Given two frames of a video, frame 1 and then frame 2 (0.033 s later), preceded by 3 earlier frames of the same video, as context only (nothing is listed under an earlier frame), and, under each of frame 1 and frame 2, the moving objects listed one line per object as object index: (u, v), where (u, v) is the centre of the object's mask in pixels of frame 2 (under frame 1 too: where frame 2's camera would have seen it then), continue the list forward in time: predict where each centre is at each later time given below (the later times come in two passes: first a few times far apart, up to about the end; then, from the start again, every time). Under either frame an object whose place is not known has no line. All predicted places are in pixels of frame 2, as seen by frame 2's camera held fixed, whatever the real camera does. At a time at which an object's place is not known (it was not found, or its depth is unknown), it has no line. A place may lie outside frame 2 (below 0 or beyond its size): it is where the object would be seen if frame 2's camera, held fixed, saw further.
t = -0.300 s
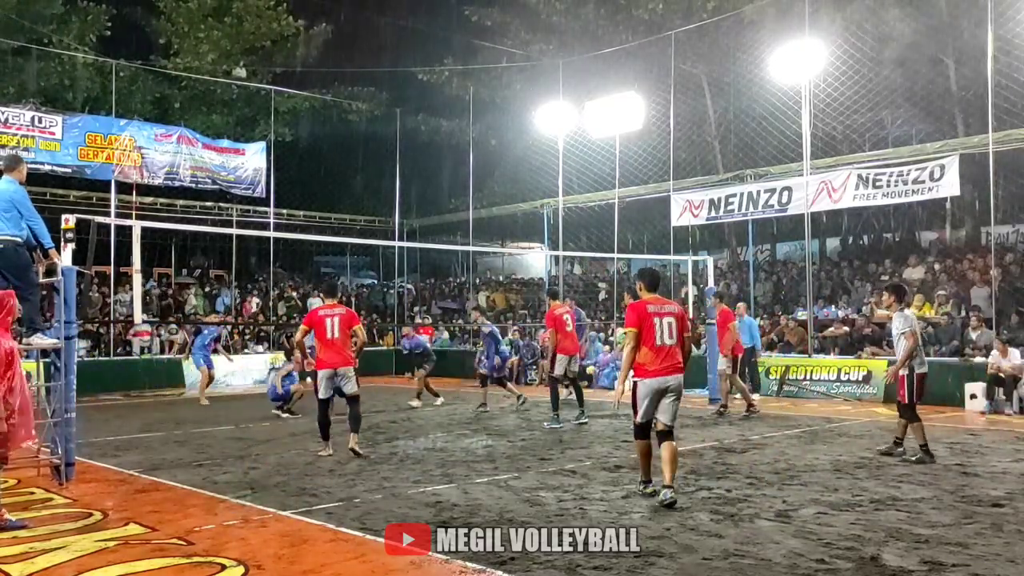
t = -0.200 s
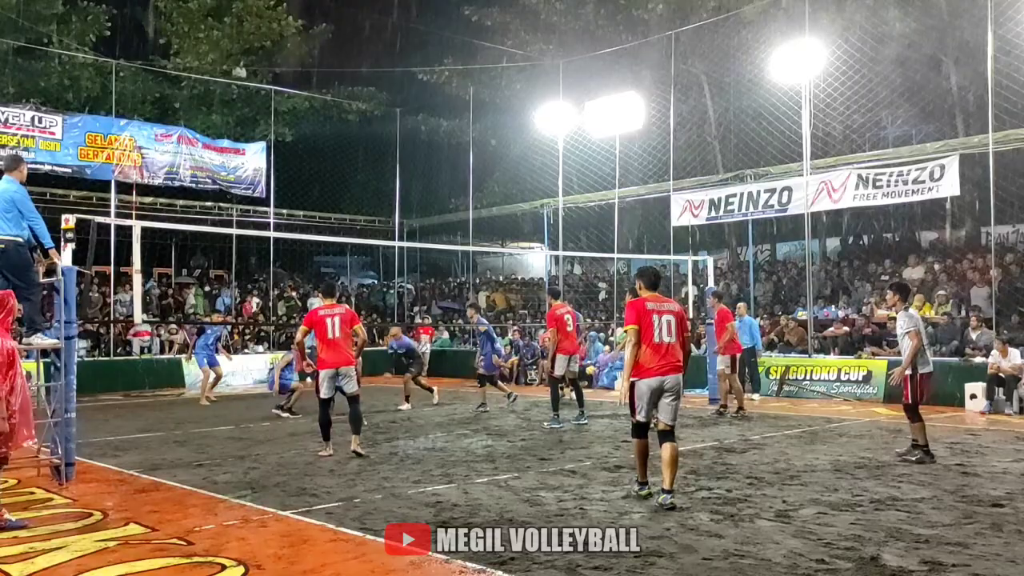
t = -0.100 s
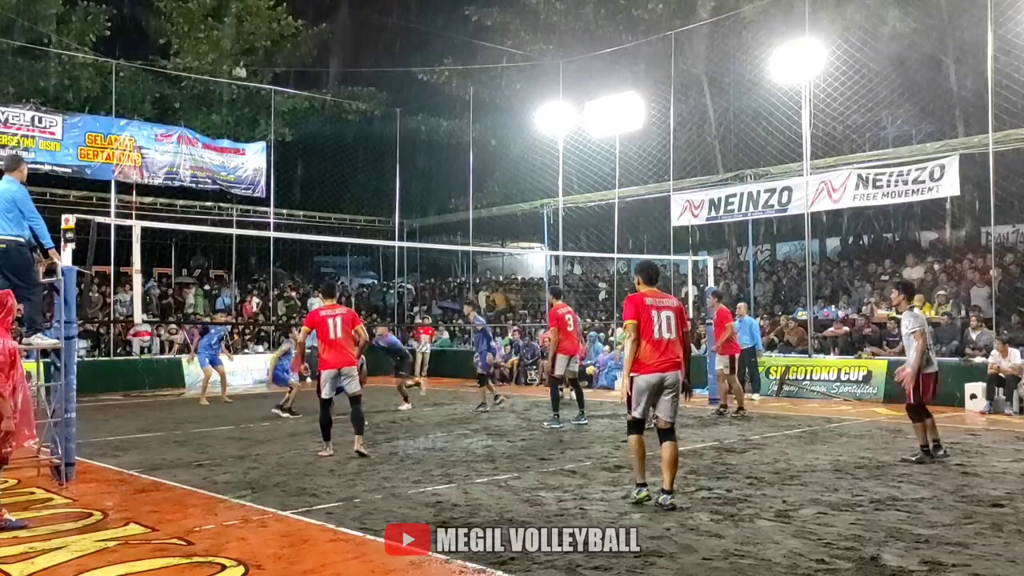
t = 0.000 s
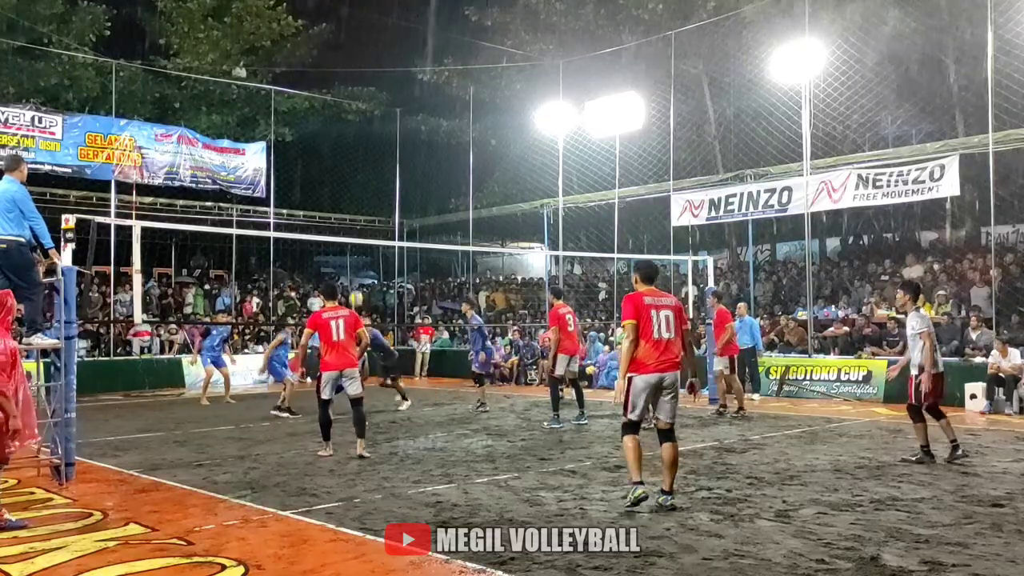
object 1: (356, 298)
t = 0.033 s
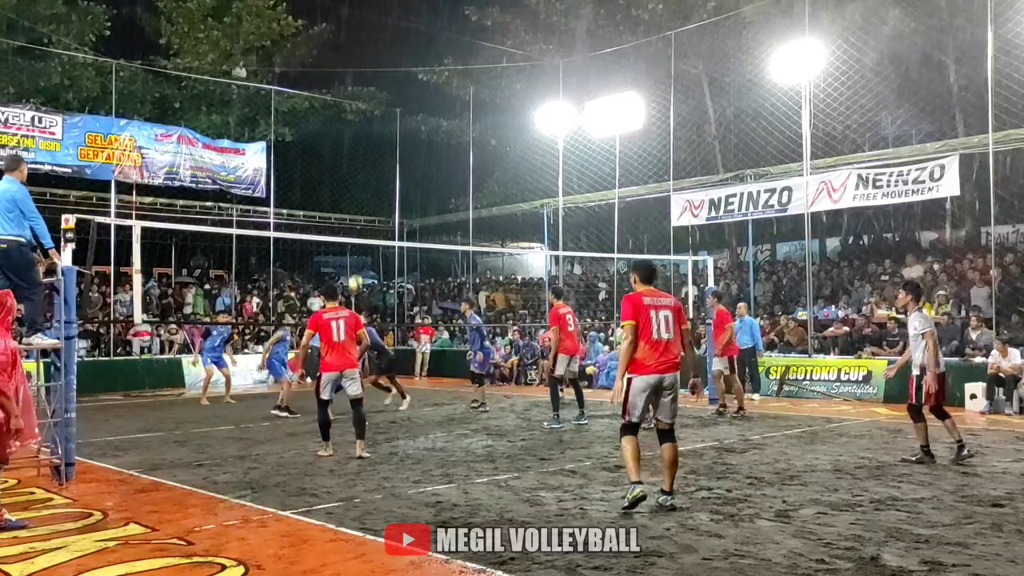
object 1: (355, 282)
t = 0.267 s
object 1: (355, 187)
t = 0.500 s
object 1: (355, 127)
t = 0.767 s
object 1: (356, 98)
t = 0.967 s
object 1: (357, 105)
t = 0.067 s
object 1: (355, 265)
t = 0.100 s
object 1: (355, 251)
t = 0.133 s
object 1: (355, 236)
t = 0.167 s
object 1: (355, 223)
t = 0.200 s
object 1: (355, 211)
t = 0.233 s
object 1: (355, 199)
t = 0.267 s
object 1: (355, 187)
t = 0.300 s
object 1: (355, 177)
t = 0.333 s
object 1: (355, 167)
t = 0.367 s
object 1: (354, 155)
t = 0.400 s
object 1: (355, 148)
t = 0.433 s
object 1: (355, 141)
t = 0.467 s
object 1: (355, 133)
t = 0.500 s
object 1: (355, 127)
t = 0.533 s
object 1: (355, 120)
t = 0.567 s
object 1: (355, 115)
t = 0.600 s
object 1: (355, 111)
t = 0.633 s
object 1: (355, 107)
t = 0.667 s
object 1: (356, 103)
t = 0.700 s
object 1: (356, 101)
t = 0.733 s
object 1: (356, 99)
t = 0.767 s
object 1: (356, 98)
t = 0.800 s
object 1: (356, 98)
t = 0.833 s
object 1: (356, 97)
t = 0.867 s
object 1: (356, 98)
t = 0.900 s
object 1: (356, 100)
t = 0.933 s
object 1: (357, 102)
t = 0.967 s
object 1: (357, 105)
